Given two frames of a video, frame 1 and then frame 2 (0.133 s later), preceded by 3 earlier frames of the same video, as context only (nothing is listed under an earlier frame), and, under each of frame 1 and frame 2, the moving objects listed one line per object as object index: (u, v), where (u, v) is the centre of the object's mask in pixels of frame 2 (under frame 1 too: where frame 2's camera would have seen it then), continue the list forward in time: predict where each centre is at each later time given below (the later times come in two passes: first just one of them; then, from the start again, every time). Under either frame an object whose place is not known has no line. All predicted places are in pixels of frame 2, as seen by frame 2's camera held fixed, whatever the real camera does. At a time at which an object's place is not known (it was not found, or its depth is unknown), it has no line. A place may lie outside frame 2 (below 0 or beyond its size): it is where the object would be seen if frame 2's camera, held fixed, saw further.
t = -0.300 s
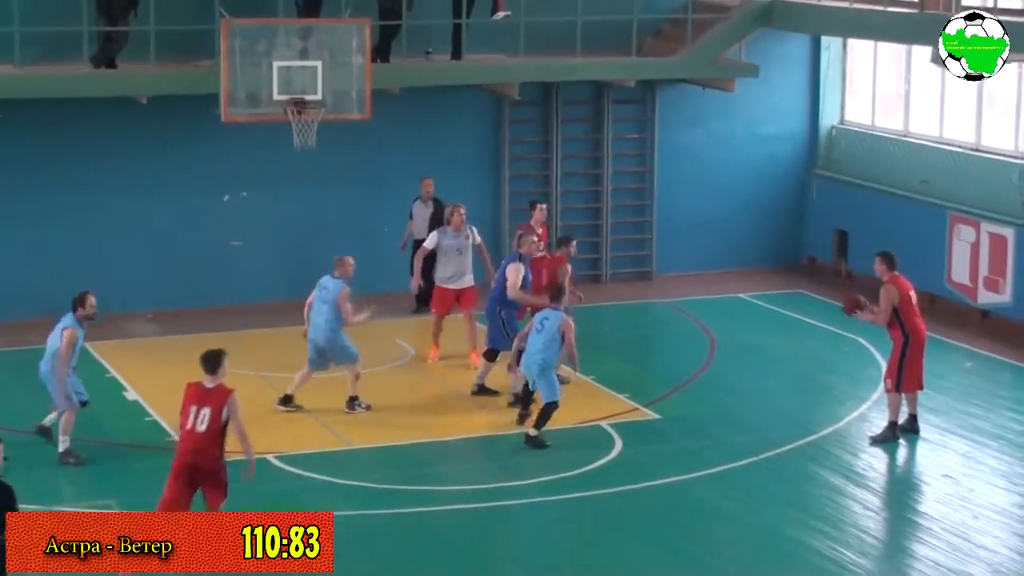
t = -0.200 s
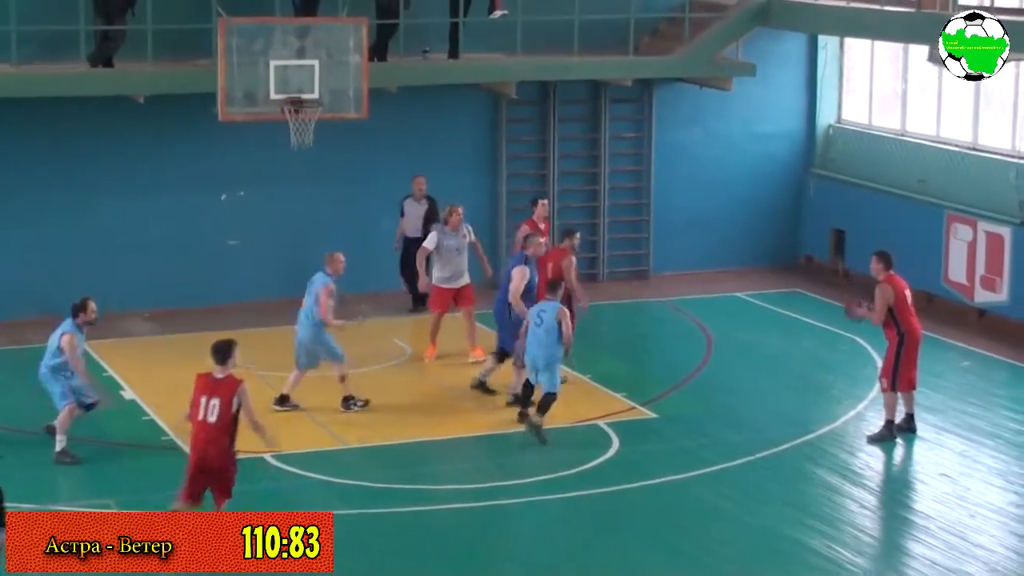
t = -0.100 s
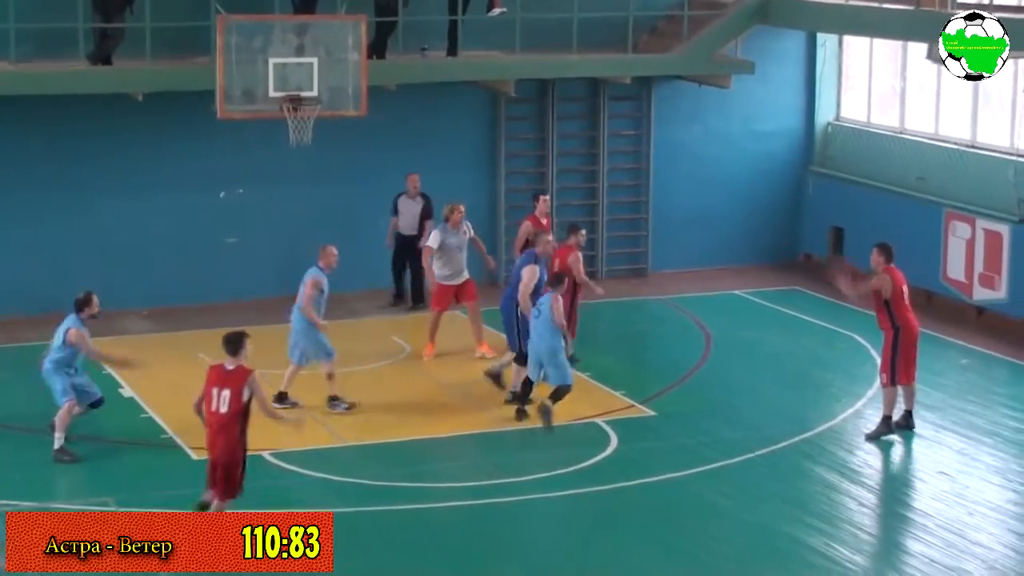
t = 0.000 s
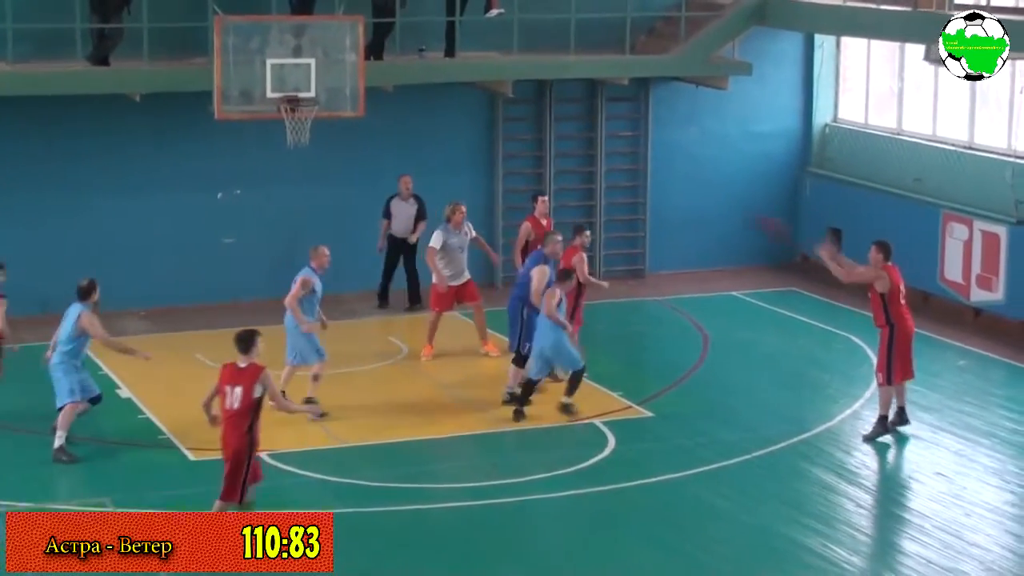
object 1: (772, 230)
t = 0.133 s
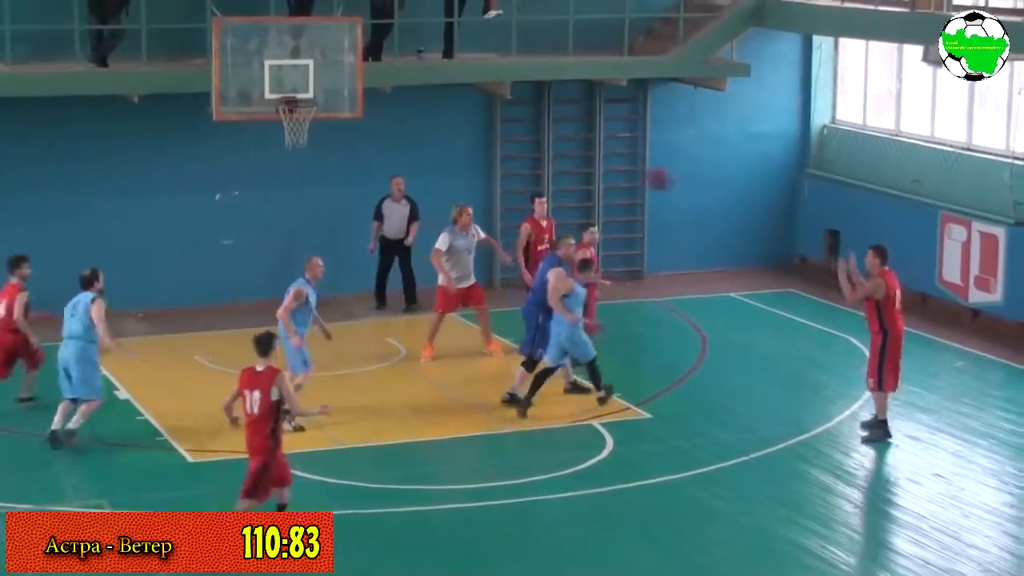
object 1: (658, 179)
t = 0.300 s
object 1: (529, 141)
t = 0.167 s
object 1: (628, 167)
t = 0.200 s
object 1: (608, 162)
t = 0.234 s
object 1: (581, 152)
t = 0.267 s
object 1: (554, 147)
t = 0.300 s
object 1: (529, 141)
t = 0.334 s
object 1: (506, 138)
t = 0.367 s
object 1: (477, 135)
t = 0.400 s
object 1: (454, 132)
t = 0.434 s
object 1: (430, 130)
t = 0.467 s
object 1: (403, 131)
